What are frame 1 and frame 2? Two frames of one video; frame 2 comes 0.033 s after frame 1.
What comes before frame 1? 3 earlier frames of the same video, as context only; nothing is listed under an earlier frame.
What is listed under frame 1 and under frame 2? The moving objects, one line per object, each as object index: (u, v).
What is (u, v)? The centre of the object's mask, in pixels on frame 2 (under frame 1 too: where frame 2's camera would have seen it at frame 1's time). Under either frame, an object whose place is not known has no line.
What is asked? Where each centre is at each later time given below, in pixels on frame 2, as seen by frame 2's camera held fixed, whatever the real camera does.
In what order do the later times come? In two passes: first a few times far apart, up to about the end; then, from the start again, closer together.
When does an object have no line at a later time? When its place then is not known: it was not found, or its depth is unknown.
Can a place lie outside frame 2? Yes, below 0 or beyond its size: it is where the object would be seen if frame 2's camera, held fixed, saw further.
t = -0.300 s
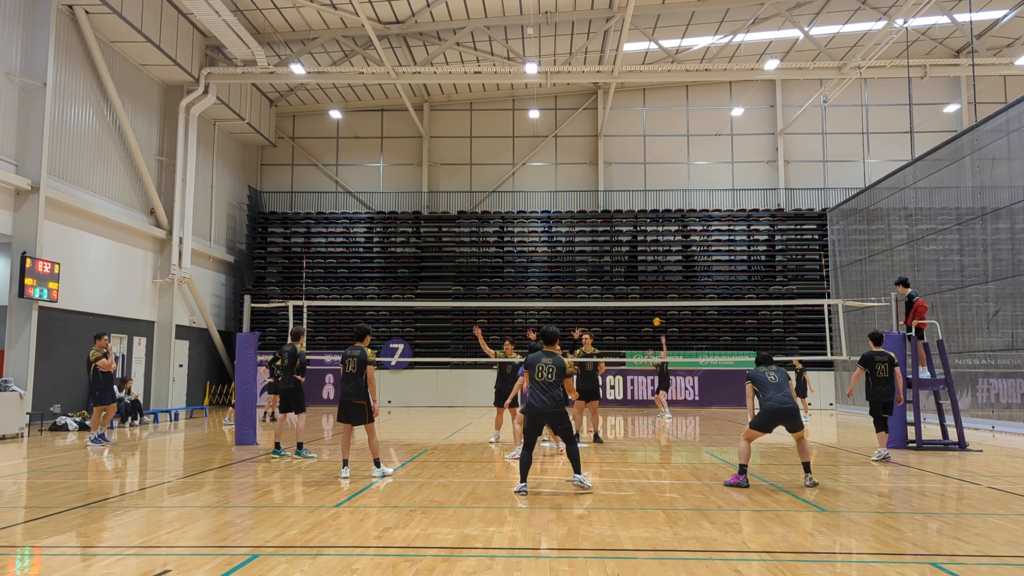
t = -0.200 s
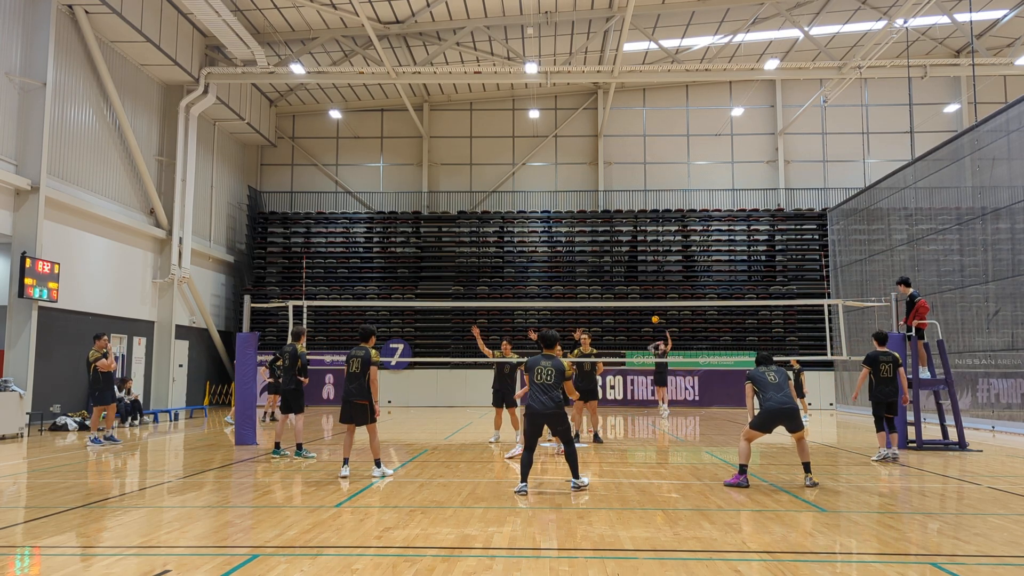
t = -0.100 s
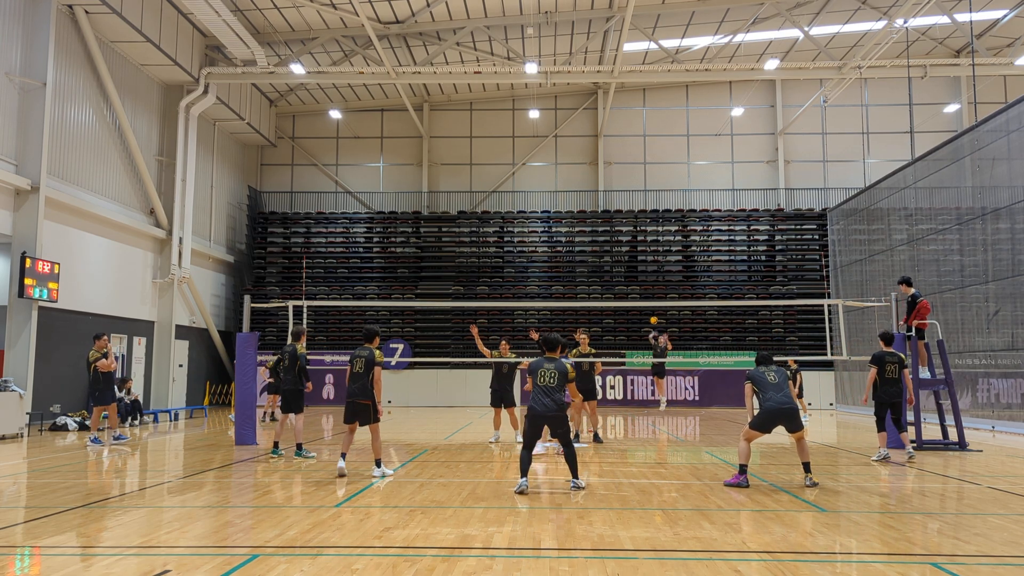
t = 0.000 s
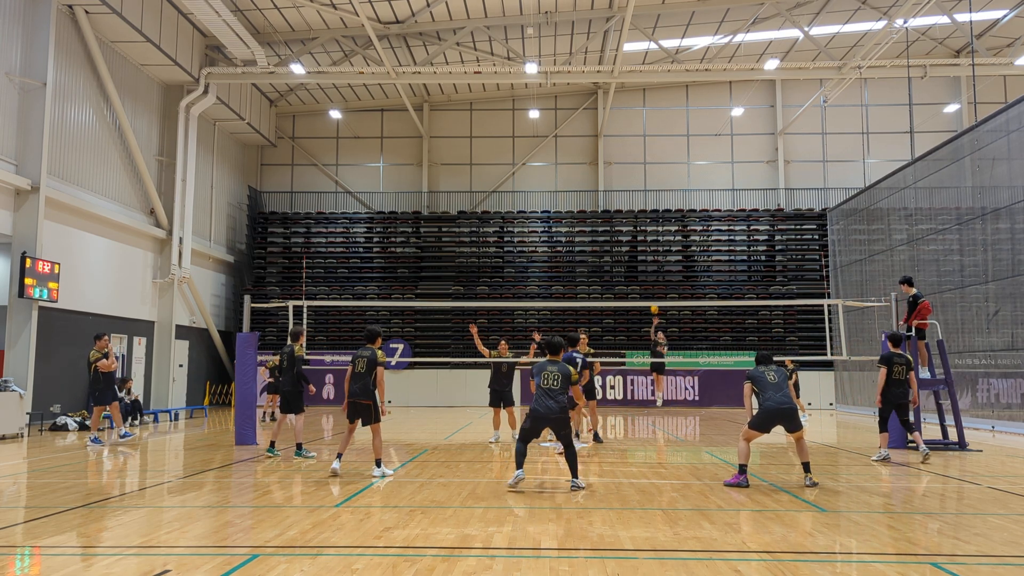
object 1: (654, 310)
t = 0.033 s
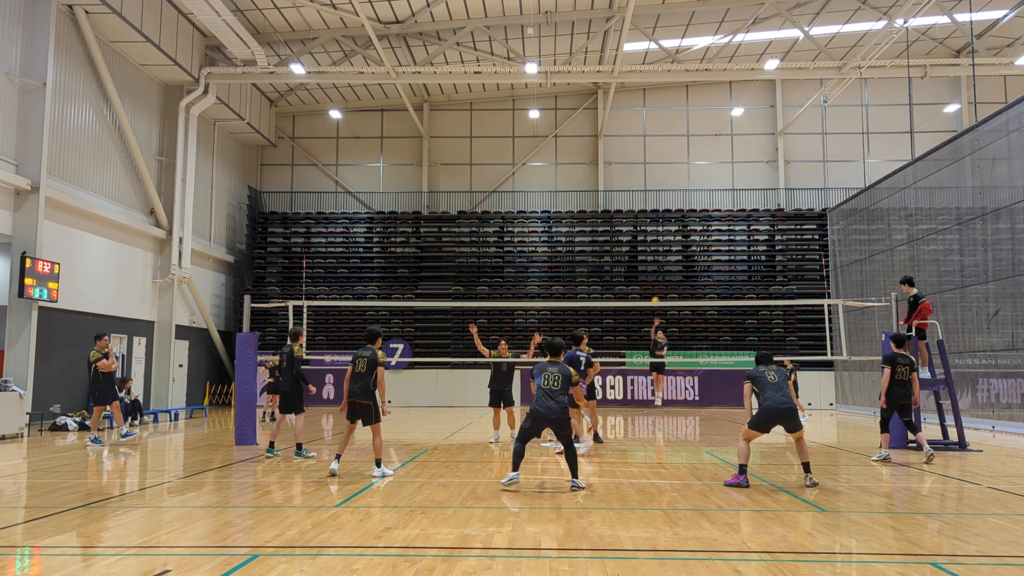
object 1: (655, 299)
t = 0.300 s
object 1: (659, 254)
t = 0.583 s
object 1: (668, 230)
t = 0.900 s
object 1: (679, 238)
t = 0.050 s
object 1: (656, 297)
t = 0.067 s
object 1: (656, 294)
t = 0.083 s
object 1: (656, 291)
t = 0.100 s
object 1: (657, 288)
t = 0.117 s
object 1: (657, 284)
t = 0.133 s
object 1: (657, 281)
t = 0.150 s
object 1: (657, 278)
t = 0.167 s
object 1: (658, 275)
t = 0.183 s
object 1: (658, 272)
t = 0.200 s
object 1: (658, 269)
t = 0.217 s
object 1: (659, 267)
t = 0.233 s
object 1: (659, 264)
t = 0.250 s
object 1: (659, 261)
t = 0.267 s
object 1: (659, 259)
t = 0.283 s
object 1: (659, 256)
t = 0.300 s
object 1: (659, 254)
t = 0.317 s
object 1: (660, 252)
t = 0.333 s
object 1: (660, 250)
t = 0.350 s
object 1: (661, 248)
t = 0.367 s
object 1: (661, 245)
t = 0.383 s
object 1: (662, 243)
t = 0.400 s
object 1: (662, 242)
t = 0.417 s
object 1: (662, 241)
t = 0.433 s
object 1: (662, 239)
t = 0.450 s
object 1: (663, 237)
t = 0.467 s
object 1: (664, 236)
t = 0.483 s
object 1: (664, 236)
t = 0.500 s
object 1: (665, 234)
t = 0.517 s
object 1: (665, 233)
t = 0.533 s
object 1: (666, 232)
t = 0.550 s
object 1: (667, 231)
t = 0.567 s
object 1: (667, 231)
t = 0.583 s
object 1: (668, 230)
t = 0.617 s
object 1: (669, 229)
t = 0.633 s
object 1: (669, 229)
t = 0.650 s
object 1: (670, 228)
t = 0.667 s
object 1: (671, 228)
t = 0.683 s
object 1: (672, 228)
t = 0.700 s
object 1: (672, 228)
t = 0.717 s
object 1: (673, 228)
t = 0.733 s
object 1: (673, 228)
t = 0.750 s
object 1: (674, 229)
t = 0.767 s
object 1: (674, 229)
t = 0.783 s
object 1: (675, 230)
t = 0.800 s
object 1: (676, 230)
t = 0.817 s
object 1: (676, 231)
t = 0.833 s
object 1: (677, 232)
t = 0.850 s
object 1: (677, 233)
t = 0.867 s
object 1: (678, 235)
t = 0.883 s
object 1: (678, 237)
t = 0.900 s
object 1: (679, 238)
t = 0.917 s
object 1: (679, 240)
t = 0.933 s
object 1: (680, 242)
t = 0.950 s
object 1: (680, 244)
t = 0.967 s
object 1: (681, 246)
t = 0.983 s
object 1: (681, 249)
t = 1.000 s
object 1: (682, 252)
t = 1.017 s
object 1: (683, 255)
